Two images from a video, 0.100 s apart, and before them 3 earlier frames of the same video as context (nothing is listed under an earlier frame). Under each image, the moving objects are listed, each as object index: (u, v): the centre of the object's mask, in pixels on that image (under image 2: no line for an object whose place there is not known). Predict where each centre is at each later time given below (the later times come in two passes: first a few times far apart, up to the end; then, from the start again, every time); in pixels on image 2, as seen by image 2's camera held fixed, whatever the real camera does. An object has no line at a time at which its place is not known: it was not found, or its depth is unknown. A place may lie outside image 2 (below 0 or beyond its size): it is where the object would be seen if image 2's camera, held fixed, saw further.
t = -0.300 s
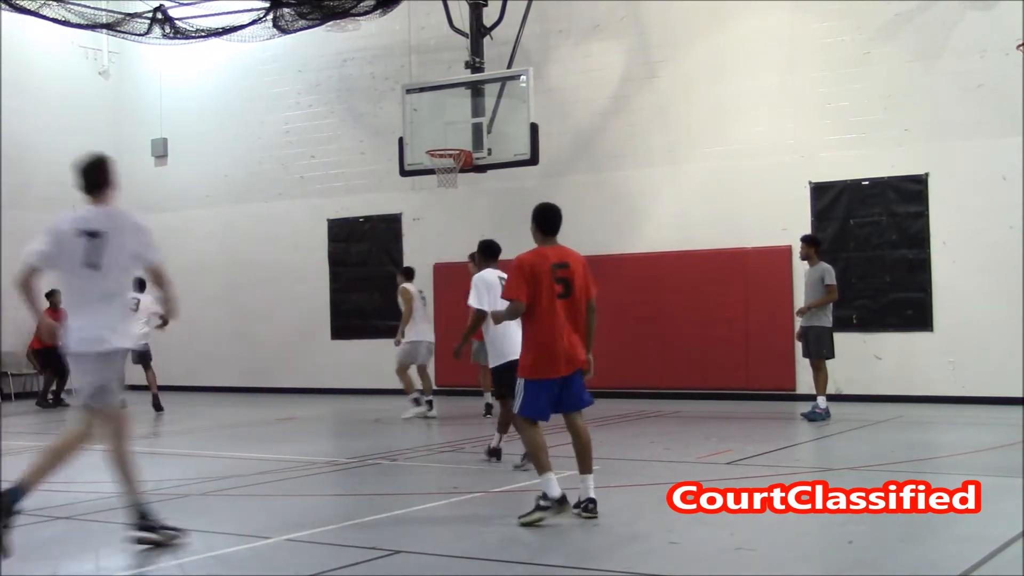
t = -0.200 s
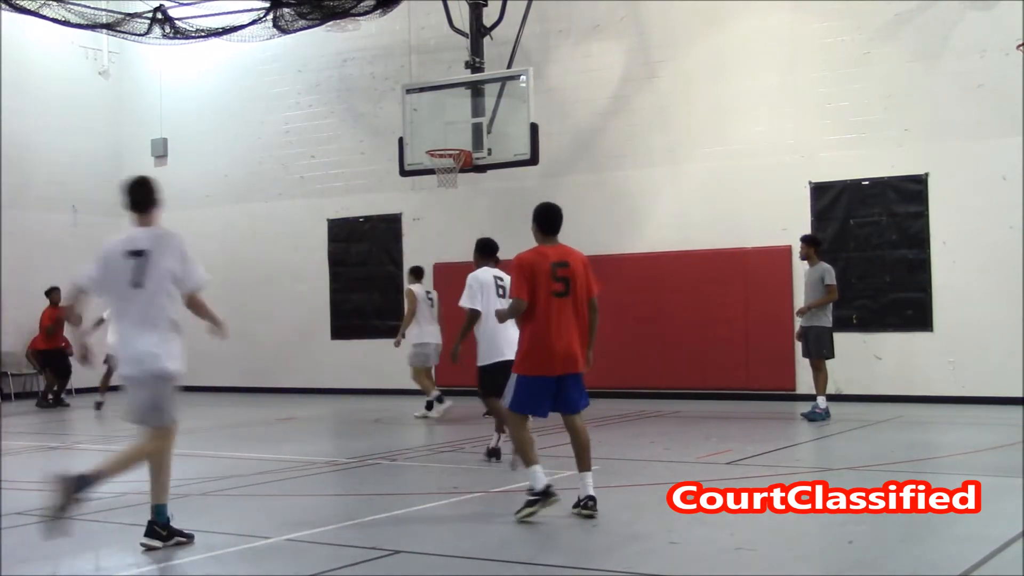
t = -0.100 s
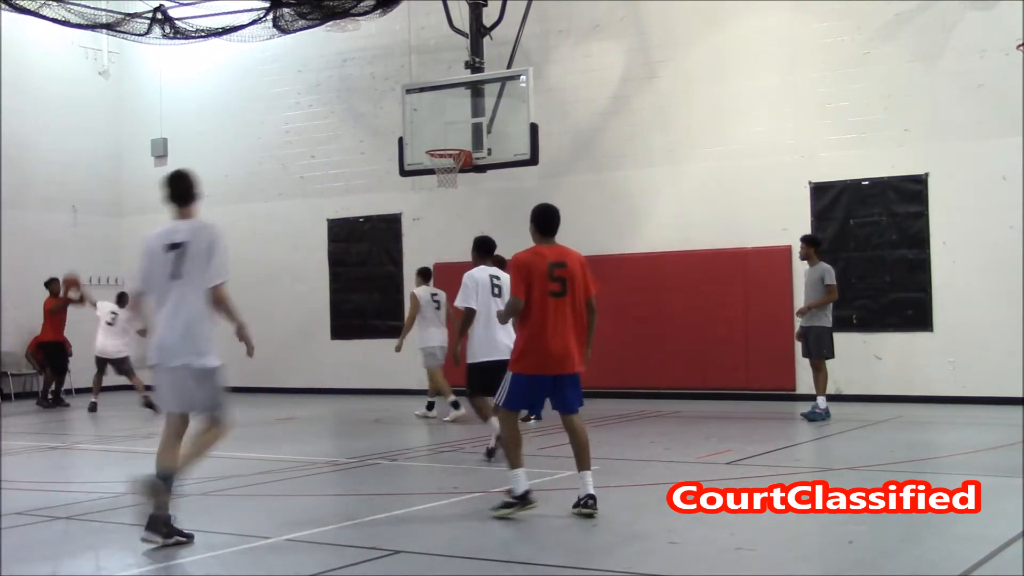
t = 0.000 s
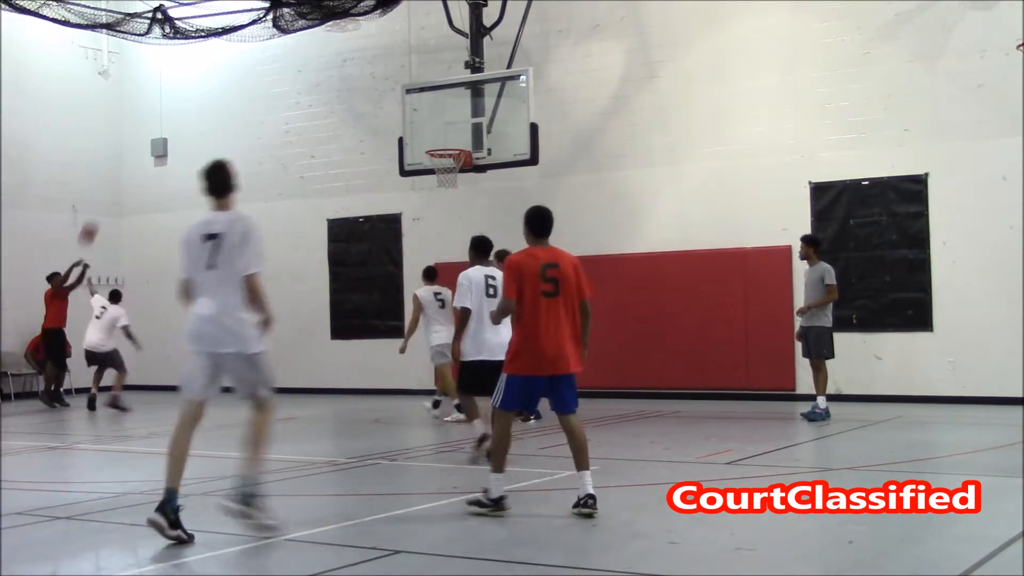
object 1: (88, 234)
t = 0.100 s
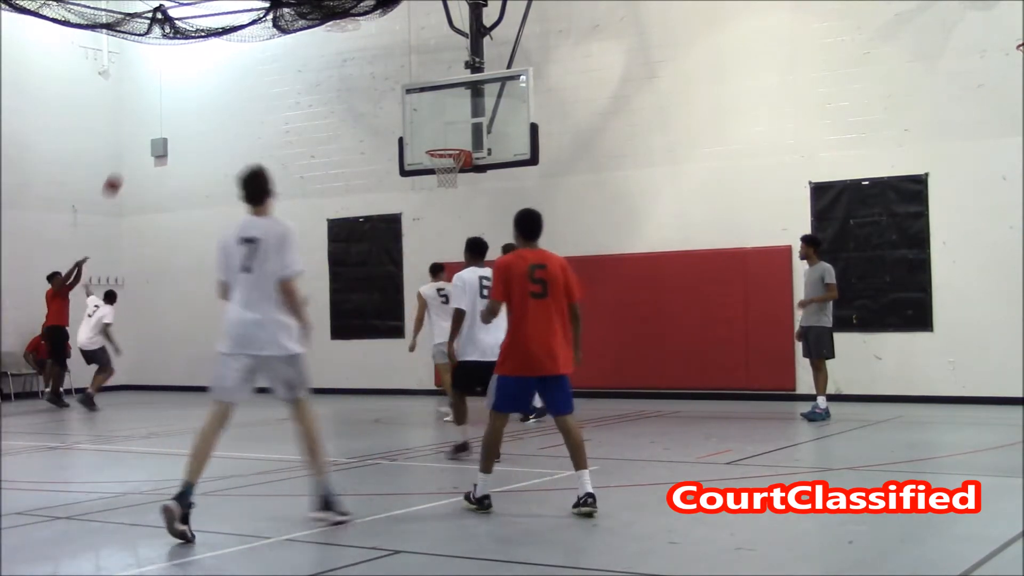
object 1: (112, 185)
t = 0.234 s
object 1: (144, 132)
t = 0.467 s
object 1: (203, 65)
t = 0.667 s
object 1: (258, 38)
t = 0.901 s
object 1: (325, 44)
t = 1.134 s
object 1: (396, 95)
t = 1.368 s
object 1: (462, 170)
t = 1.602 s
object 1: (477, 209)
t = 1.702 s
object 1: (484, 239)
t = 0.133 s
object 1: (120, 172)
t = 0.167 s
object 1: (128, 157)
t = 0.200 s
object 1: (136, 145)
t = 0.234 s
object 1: (144, 132)
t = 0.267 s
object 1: (152, 121)
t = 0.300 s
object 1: (161, 109)
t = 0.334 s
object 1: (169, 99)
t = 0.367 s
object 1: (177, 90)
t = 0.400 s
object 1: (186, 81)
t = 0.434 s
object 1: (195, 73)
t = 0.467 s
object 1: (203, 65)
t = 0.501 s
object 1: (212, 59)
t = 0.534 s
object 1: (222, 53)
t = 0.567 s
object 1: (231, 48)
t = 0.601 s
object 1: (240, 44)
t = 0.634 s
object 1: (249, 41)
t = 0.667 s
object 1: (258, 38)
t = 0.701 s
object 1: (268, 36)
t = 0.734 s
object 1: (277, 35)
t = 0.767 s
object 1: (286, 36)
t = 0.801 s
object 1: (296, 37)
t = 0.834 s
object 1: (306, 39)
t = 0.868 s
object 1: (315, 41)
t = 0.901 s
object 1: (325, 44)
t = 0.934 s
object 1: (336, 49)
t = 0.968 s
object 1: (345, 54)
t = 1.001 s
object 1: (355, 60)
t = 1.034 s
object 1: (366, 68)
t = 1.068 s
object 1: (376, 76)
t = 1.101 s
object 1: (386, 84)
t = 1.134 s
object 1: (396, 95)
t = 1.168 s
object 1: (408, 107)
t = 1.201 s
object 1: (420, 119)
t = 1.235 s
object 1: (430, 131)
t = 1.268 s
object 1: (441, 143)
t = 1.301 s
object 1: (454, 164)
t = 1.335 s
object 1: (460, 169)
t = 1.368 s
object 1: (462, 170)
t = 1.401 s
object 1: (463, 167)
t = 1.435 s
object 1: (466, 177)
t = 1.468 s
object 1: (468, 181)
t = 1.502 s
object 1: (470, 187)
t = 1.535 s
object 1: (472, 193)
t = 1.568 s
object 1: (474, 200)
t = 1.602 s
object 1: (477, 209)
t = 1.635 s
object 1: (479, 218)
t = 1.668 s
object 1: (482, 228)
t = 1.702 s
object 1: (484, 239)
